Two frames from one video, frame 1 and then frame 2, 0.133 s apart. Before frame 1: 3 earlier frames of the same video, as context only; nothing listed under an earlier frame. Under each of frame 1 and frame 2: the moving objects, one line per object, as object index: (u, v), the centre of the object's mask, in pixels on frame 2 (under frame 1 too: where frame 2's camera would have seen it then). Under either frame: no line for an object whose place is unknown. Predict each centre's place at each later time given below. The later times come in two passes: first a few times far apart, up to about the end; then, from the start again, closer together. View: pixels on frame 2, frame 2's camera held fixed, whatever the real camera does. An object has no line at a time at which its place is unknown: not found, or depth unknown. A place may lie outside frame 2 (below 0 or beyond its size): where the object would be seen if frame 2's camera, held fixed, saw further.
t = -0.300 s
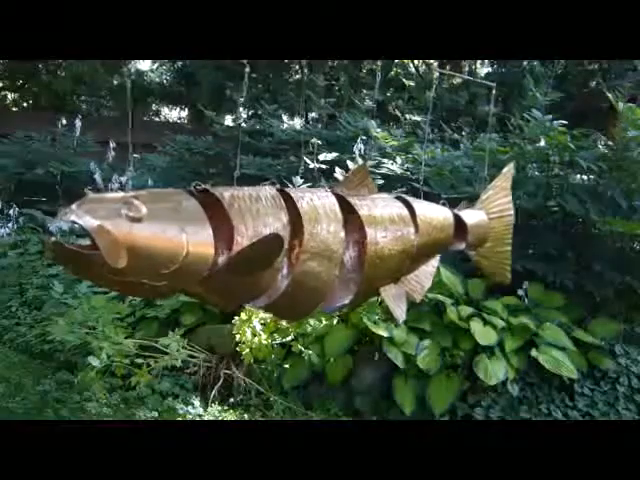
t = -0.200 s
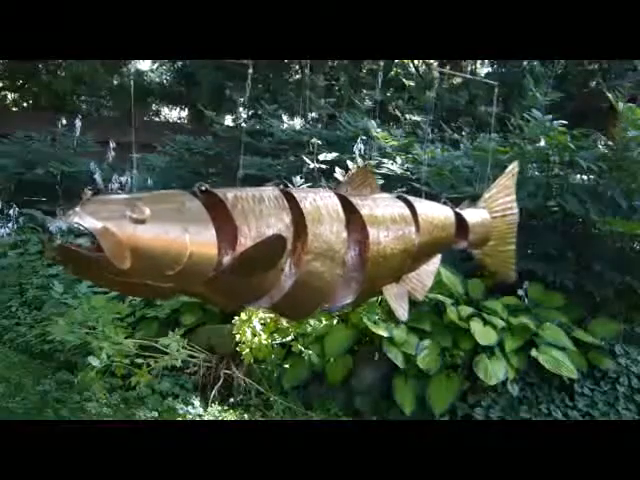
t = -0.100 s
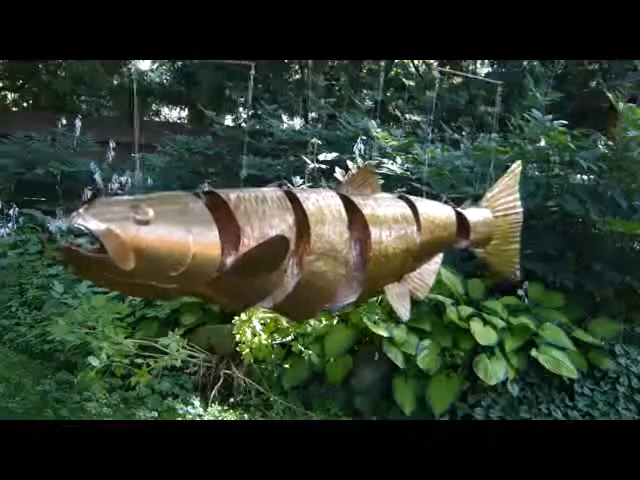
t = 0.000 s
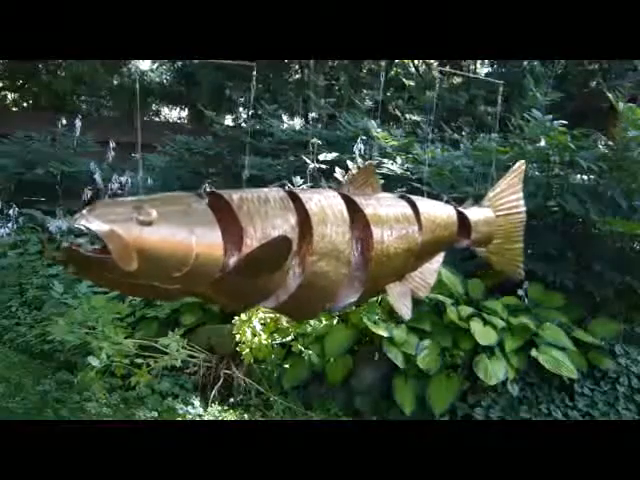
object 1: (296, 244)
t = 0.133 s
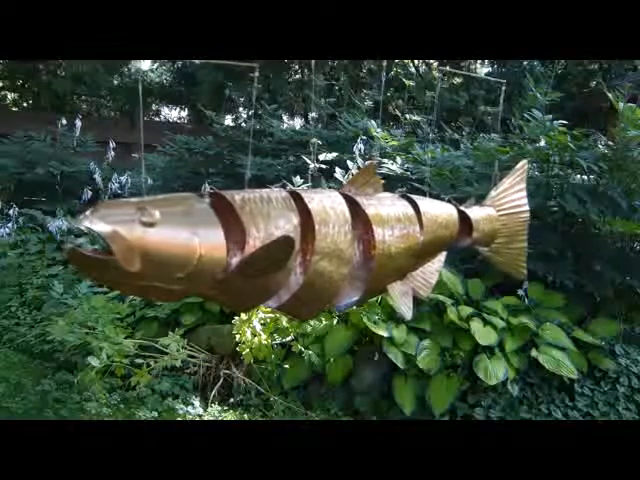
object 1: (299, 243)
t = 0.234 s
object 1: (299, 243)
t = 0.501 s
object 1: (300, 243)
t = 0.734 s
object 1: (296, 243)
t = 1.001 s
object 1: (288, 243)
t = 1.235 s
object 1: (281, 243)
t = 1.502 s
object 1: (280, 243)
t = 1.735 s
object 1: (284, 243)
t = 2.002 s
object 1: (292, 243)
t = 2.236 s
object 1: (297, 243)
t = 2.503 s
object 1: (299, 243)
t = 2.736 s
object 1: (298, 244)
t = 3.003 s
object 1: (291, 243)
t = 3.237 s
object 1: (283, 243)
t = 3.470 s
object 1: (277, 243)
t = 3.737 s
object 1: (278, 243)
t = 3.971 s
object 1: (284, 244)
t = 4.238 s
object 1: (298, 244)
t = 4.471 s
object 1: (306, 245)
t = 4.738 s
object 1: (310, 246)
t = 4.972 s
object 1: (309, 245)
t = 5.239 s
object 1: (302, 246)
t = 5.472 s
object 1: (299, 249)
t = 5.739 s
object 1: (294, 251)
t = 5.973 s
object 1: (294, 252)
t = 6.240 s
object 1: (286, 254)
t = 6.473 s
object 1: (282, 254)
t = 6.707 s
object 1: (276, 254)
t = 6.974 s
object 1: (275, 254)
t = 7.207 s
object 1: (272, 252)
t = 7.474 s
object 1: (283, 249)
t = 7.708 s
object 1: (292, 247)
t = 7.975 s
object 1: (308, 245)
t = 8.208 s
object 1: (328, 242)
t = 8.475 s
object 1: (328, 240)
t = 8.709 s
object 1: (322, 239)
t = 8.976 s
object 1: (319, 242)
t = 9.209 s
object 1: (323, 249)
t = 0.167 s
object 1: (299, 243)
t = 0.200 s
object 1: (299, 243)
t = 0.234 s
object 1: (299, 243)
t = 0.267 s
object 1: (299, 243)
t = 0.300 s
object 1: (299, 243)
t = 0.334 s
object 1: (300, 243)
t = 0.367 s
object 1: (300, 243)
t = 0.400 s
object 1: (300, 243)
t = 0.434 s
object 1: (300, 243)
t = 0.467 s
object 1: (300, 243)
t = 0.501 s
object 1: (300, 243)
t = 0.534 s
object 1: (300, 243)
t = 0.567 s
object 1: (300, 243)
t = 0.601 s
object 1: (299, 243)
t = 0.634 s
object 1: (299, 243)
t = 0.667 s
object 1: (298, 243)
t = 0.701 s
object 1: (297, 243)
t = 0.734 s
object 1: (296, 243)
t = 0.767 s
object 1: (295, 243)
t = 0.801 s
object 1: (294, 243)
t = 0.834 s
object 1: (292, 243)
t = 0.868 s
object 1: (292, 243)
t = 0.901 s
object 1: (290, 243)
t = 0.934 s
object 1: (290, 243)
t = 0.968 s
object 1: (289, 243)
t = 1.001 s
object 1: (288, 243)
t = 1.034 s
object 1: (287, 243)
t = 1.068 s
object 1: (286, 243)
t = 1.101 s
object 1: (284, 243)
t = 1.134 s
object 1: (283, 243)
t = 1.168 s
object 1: (283, 243)
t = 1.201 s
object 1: (282, 243)
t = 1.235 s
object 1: (281, 243)
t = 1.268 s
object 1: (281, 243)
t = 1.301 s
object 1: (281, 243)
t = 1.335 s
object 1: (281, 243)
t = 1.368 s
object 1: (280, 243)
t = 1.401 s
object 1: (280, 243)
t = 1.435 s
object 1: (280, 243)
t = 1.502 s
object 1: (280, 243)
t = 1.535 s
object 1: (281, 243)
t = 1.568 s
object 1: (281, 243)
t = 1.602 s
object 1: (282, 243)
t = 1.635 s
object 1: (282, 243)
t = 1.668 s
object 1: (282, 243)
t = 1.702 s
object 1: (283, 243)
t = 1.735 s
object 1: (284, 243)
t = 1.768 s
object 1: (285, 243)
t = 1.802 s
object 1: (287, 243)
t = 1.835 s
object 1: (288, 243)
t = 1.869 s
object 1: (288, 243)
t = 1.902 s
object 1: (289, 243)
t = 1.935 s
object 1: (290, 243)
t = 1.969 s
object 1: (290, 243)
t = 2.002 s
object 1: (292, 243)
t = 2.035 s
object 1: (291, 243)
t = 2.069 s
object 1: (293, 243)
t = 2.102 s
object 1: (294, 243)
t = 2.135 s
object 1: (295, 244)
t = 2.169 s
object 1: (296, 243)
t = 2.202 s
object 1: (296, 243)
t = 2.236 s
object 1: (297, 243)
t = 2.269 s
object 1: (298, 243)
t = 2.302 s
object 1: (298, 243)
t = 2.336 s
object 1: (299, 243)
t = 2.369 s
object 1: (299, 243)
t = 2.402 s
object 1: (299, 243)
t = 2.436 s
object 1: (299, 243)
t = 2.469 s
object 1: (299, 243)
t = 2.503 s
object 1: (299, 243)
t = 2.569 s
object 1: (299, 243)
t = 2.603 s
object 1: (298, 243)
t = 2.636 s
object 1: (298, 243)
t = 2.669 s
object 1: (298, 243)
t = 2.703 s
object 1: (298, 244)
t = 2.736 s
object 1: (298, 244)
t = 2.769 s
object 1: (297, 244)
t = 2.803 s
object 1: (297, 244)
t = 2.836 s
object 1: (296, 244)
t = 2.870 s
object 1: (295, 244)
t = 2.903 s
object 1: (294, 243)
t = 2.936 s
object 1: (293, 244)
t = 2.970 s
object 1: (292, 243)
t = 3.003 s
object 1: (291, 243)
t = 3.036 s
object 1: (289, 243)
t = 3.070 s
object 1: (288, 243)
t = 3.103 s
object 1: (287, 243)
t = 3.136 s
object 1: (287, 243)
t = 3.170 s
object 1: (285, 243)
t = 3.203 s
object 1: (284, 244)
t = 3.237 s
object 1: (283, 243)
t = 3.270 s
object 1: (282, 243)
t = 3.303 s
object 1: (281, 243)
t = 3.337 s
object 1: (280, 243)
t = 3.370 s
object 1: (279, 243)
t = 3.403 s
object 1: (279, 243)
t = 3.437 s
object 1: (279, 243)
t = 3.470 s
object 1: (277, 243)
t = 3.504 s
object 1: (277, 243)
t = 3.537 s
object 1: (277, 243)
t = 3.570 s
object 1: (277, 243)
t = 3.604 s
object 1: (276, 243)
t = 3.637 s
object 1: (277, 243)
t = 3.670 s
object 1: (276, 243)
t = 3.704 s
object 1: (278, 243)
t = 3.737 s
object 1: (278, 243)
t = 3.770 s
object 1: (278, 244)
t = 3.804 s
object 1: (279, 244)
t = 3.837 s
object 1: (280, 244)
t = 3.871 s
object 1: (281, 244)
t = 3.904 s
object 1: (282, 244)
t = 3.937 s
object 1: (283, 244)
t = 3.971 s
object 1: (284, 244)
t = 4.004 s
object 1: (285, 244)
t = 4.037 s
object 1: (287, 244)
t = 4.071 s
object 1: (290, 244)
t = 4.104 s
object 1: (292, 244)
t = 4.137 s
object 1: (293, 244)
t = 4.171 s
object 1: (294, 244)
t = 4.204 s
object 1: (297, 244)
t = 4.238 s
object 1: (298, 244)
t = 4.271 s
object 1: (299, 244)
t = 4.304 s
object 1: (300, 244)
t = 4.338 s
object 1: (301, 244)
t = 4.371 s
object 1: (302, 244)
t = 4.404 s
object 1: (304, 244)
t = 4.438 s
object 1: (305, 245)
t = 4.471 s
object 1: (306, 245)
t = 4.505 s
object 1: (307, 245)
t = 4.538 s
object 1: (307, 245)
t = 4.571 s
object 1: (308, 245)
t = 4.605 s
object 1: (310, 245)
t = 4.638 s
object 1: (310, 245)
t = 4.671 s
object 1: (309, 245)
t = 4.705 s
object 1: (309, 246)
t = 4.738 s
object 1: (310, 246)
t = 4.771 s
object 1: (311, 245)
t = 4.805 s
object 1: (310, 246)
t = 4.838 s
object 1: (310, 246)
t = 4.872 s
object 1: (310, 246)
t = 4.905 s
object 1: (310, 246)
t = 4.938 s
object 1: (310, 245)
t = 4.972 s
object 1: (309, 245)
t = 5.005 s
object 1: (308, 246)
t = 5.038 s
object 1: (307, 245)
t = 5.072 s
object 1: (305, 246)
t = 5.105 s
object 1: (304, 245)
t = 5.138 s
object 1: (304, 246)
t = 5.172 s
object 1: (304, 246)
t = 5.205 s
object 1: (302, 246)
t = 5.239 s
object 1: (302, 246)
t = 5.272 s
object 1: (300, 247)
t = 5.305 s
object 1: (300, 247)
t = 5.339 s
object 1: (299, 247)
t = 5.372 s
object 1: (298, 248)
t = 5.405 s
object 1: (297, 248)
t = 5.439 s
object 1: (297, 248)
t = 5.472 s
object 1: (299, 249)
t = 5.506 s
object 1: (296, 249)
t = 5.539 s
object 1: (295, 250)
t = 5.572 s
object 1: (294, 251)
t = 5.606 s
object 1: (294, 251)
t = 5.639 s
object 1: (293, 251)
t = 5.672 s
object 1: (294, 251)
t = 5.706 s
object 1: (294, 251)
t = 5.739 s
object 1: (294, 251)
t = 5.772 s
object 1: (294, 251)
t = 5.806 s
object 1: (294, 252)
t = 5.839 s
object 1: (294, 252)
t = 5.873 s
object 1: (294, 252)
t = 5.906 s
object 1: (294, 252)
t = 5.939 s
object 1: (294, 252)
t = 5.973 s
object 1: (294, 252)
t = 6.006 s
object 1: (292, 252)
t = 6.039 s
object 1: (292, 252)
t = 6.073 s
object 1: (291, 252)
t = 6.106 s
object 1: (290, 252)
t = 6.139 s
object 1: (289, 252)
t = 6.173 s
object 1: (288, 254)
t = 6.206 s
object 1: (287, 254)
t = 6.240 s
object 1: (286, 254)
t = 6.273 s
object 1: (286, 254)
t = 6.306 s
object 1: (286, 253)
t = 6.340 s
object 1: (286, 252)
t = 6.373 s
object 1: (285, 253)
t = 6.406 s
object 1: (282, 254)
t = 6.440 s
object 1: (282, 254)
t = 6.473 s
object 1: (282, 254)
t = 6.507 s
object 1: (281, 254)
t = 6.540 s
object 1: (279, 254)
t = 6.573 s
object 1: (279, 254)
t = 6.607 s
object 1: (279, 255)
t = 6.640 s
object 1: (279, 254)
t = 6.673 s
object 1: (277, 254)
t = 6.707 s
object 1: (276, 254)
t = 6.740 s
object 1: (275, 254)
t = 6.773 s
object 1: (275, 254)
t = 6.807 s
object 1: (275, 253)
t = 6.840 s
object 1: (275, 253)
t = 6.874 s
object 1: (275, 253)
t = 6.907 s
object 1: (275, 253)
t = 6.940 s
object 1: (274, 253)
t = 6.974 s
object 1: (275, 254)
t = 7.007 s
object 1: (275, 254)
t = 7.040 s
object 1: (275, 253)
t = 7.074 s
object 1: (274, 253)
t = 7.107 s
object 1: (273, 253)
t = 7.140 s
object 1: (273, 253)
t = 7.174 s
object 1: (272, 253)
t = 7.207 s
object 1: (272, 252)
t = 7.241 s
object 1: (273, 252)
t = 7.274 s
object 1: (275, 251)
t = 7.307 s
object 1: (275, 251)
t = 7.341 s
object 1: (277, 250)
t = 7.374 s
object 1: (279, 250)
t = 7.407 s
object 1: (280, 249)
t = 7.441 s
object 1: (281, 249)
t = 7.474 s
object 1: (283, 249)
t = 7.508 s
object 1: (282, 248)
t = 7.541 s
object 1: (283, 248)
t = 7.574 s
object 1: (285, 248)
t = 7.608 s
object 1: (286, 248)
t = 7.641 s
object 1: (287, 248)
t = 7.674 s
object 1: (290, 247)
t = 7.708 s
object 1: (292, 247)
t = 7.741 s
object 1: (293, 247)
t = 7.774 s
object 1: (295, 247)
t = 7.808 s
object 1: (298, 246)
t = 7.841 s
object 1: (300, 246)
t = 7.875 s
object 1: (301, 246)
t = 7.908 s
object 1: (303, 246)
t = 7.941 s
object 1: (306, 245)
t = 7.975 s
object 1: (308, 245)
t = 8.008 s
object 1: (311, 244)
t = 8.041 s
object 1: (314, 244)
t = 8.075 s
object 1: (316, 243)
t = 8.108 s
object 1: (320, 243)
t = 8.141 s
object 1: (324, 242)
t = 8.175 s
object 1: (327, 242)
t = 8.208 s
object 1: (328, 242)
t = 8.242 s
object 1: (330, 241)
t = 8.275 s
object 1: (329, 240)
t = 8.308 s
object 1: (329, 241)
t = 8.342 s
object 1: (329, 240)
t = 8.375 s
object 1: (329, 240)
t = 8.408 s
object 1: (328, 240)
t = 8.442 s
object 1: (328, 241)
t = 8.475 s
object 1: (328, 240)
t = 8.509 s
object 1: (327, 240)
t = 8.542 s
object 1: (327, 240)
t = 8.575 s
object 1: (325, 240)
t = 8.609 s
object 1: (324, 240)
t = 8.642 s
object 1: (322, 240)
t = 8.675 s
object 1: (320, 240)
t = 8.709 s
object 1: (322, 239)
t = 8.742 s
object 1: (321, 240)
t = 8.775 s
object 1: (321, 239)
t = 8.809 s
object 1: (321, 240)
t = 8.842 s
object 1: (320, 241)
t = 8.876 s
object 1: (320, 240)
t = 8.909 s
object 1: (320, 240)
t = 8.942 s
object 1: (320, 241)
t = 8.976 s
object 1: (319, 242)
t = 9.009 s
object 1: (321, 242)
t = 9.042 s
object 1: (319, 244)
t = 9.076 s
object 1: (319, 245)
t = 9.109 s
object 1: (320, 246)
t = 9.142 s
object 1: (320, 248)
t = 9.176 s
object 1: (322, 247)
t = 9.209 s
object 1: (323, 249)
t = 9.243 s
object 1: (324, 255)
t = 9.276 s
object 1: (325, 255)
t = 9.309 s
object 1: (328, 255)
